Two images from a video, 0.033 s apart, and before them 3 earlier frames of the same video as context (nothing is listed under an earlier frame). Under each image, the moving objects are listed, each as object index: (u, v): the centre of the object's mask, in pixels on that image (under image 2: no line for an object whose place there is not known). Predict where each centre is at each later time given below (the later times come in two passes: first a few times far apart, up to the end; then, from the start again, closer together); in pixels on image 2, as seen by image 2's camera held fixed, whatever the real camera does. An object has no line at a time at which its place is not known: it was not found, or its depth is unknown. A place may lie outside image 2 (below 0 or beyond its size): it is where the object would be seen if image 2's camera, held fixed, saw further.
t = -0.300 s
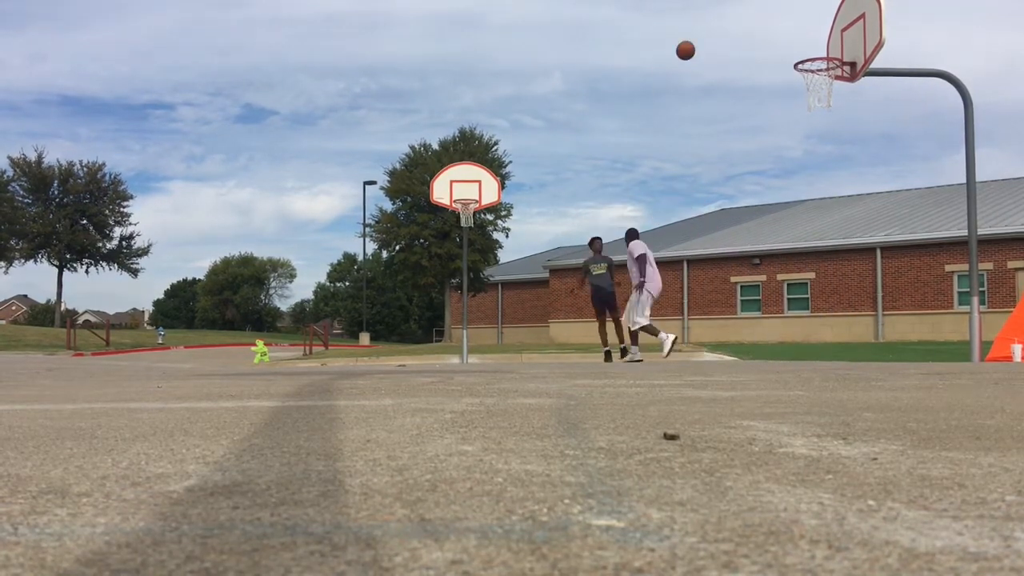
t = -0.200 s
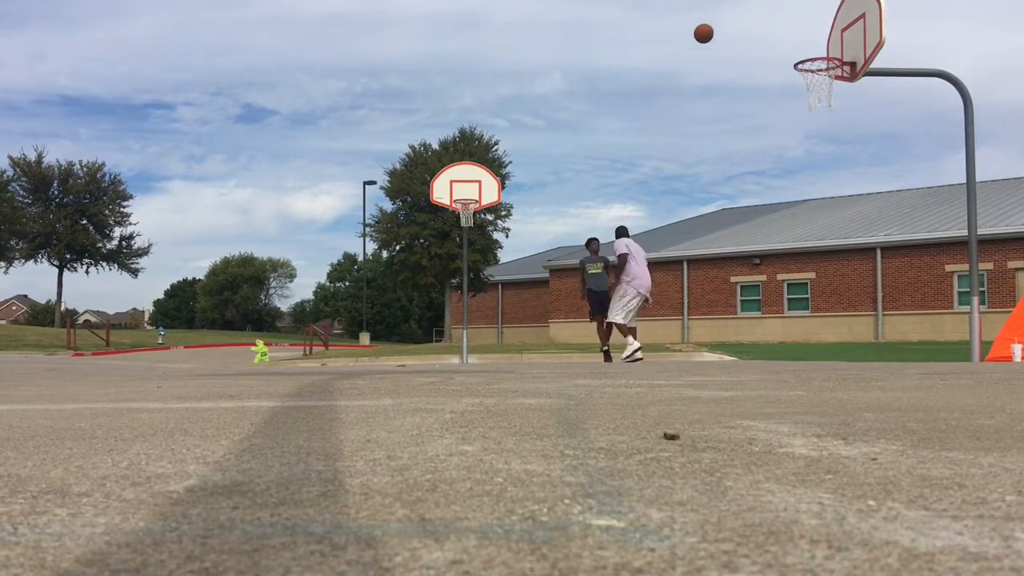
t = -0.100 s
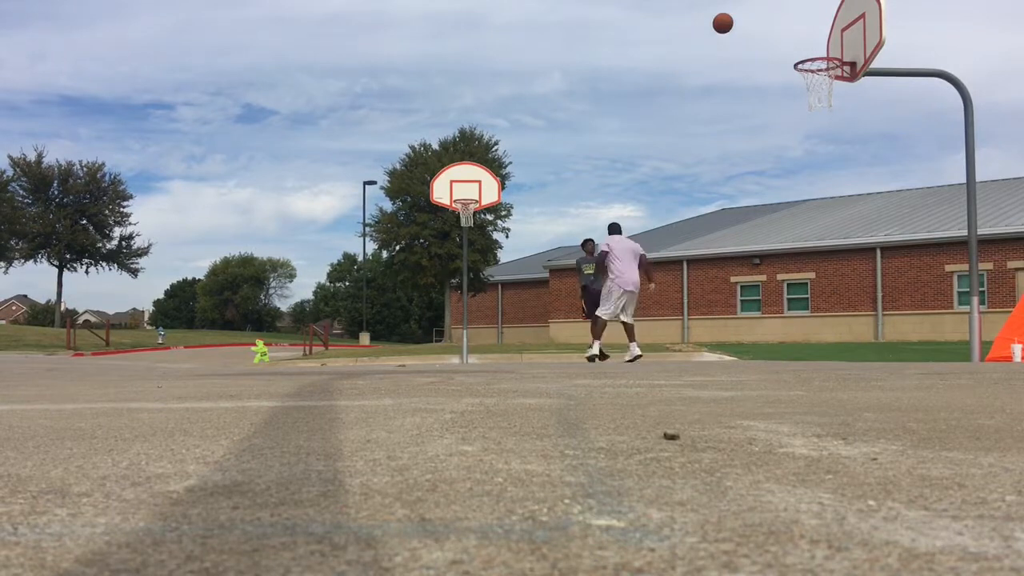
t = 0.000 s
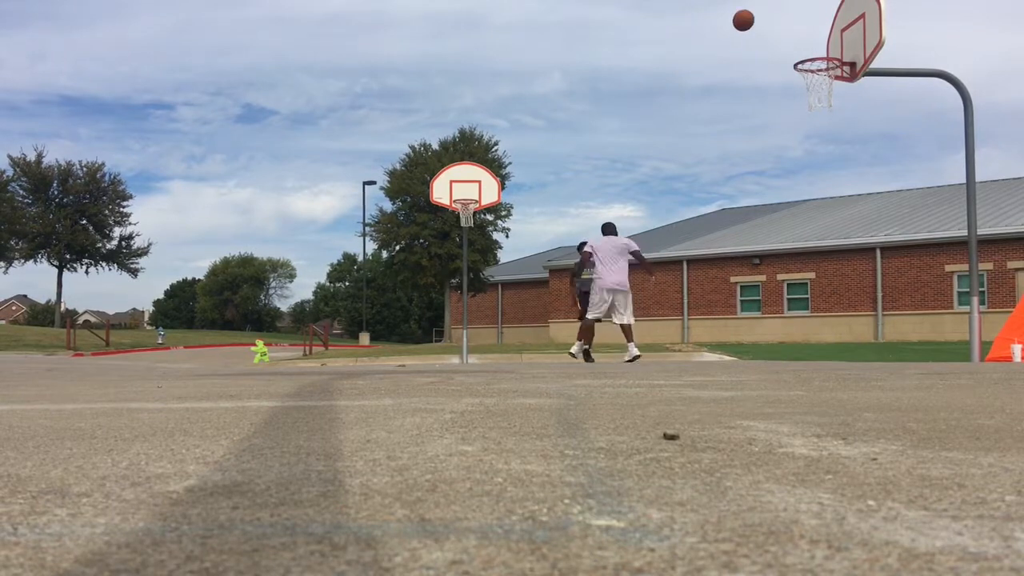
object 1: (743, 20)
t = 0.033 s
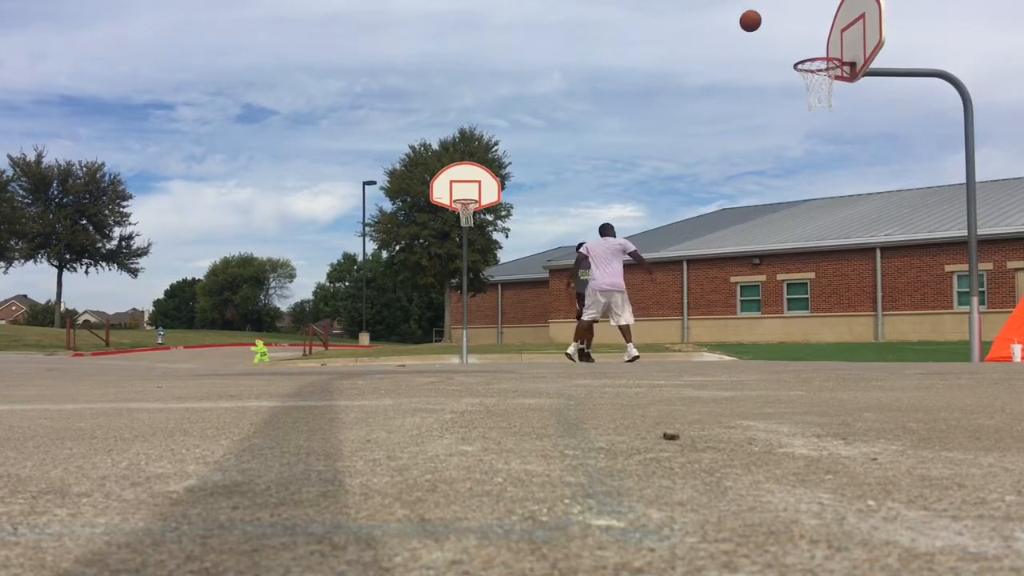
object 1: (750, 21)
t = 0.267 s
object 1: (806, 52)
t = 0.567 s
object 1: (806, 81)
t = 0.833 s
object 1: (820, 88)
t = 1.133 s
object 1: (846, 172)
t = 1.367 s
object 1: (868, 298)
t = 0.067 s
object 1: (758, 22)
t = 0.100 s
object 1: (765, 25)
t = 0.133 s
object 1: (773, 28)
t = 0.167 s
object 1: (781, 33)
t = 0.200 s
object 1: (789, 38)
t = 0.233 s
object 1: (798, 45)
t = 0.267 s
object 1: (806, 52)
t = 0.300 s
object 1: (815, 60)
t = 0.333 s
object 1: (825, 69)
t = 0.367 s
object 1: (830, 73)
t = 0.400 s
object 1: (827, 75)
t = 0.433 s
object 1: (823, 77)
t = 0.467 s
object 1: (818, 79)
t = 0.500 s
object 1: (813, 81)
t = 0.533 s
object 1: (809, 81)
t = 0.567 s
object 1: (806, 81)
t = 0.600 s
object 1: (805, 80)
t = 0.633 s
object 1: (805, 80)
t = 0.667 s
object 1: (806, 78)
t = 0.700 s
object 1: (809, 79)
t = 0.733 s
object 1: (812, 79)
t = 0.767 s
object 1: (814, 81)
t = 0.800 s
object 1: (817, 85)
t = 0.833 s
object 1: (820, 88)
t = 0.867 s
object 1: (823, 93)
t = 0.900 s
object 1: (826, 99)
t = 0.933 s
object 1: (829, 106)
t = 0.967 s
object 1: (831, 115)
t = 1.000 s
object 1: (834, 124)
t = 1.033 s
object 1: (837, 135)
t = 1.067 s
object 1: (840, 146)
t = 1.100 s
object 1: (843, 158)
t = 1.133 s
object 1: (846, 172)
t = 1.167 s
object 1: (849, 187)
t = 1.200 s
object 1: (852, 203)
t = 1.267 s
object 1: (858, 238)
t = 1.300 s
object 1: (862, 256)
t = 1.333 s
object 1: (865, 277)
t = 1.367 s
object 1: (868, 298)
